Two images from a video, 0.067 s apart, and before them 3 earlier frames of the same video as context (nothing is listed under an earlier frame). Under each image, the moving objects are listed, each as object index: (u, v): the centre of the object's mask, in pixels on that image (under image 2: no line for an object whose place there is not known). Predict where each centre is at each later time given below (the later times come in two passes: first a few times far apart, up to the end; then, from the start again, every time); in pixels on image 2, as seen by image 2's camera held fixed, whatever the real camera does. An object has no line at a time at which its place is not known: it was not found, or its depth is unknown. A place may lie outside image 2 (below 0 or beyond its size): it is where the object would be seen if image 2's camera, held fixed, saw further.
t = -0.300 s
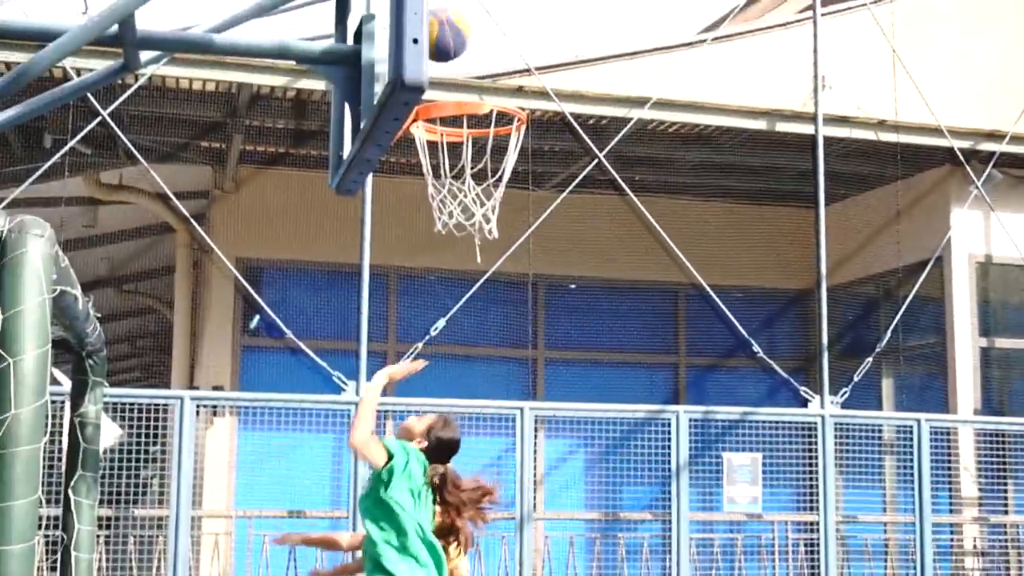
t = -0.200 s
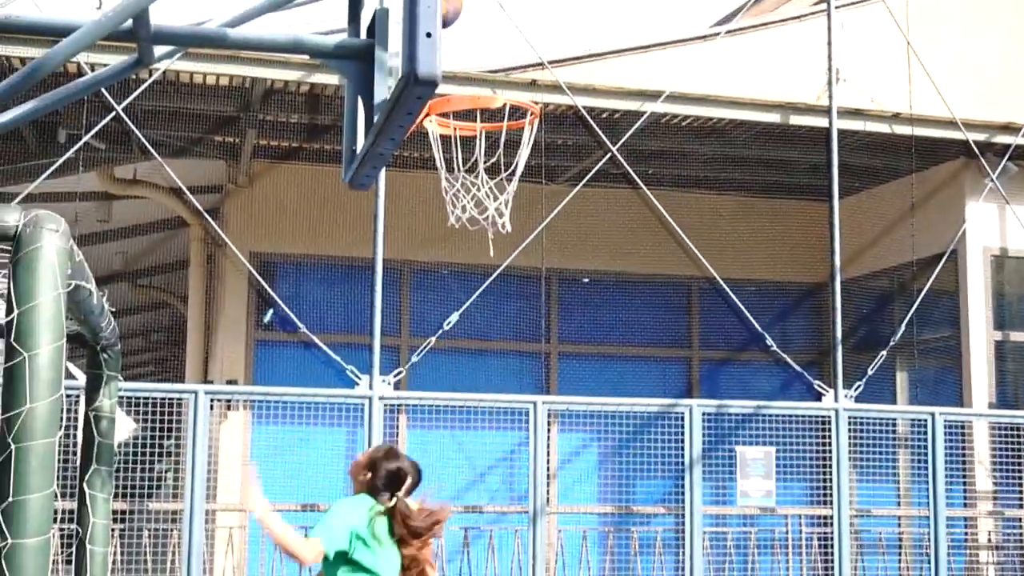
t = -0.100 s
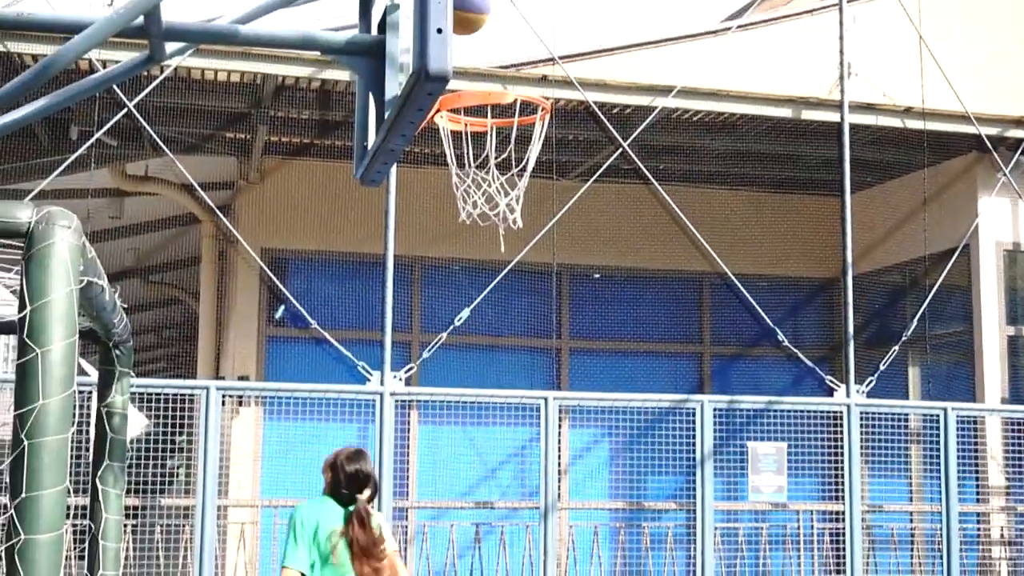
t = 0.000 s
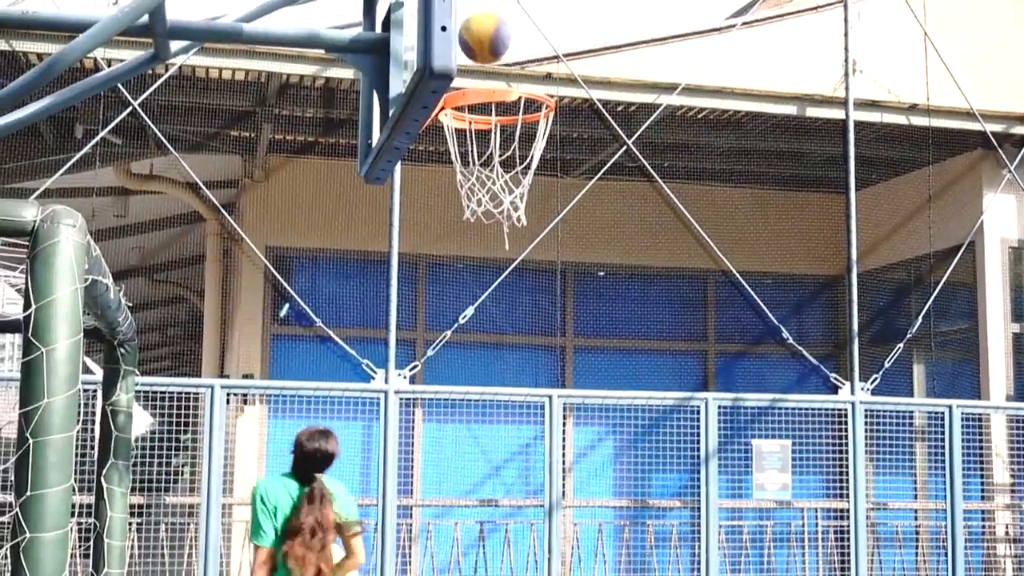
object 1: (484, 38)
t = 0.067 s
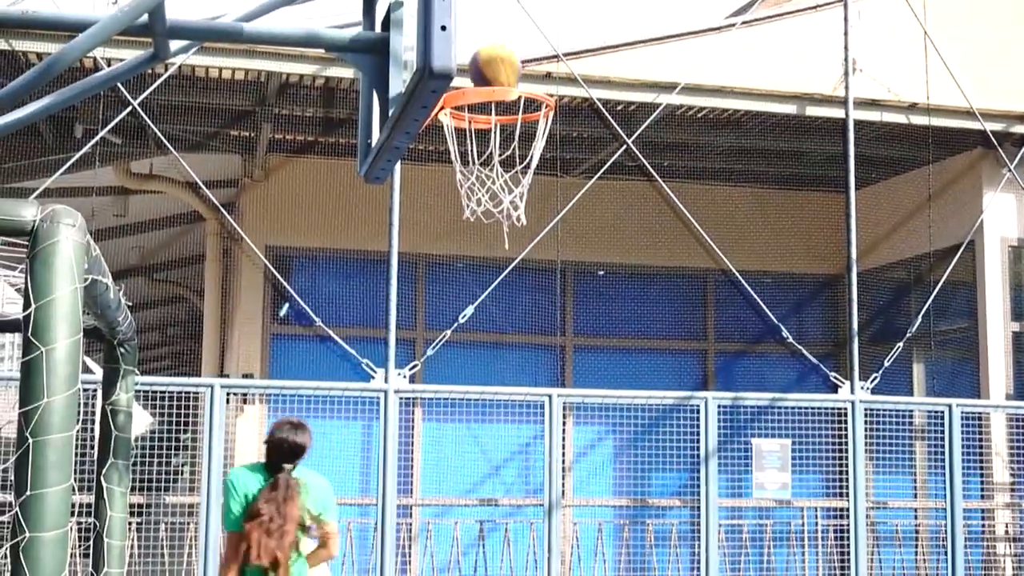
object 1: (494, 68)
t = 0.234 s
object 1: (508, 108)
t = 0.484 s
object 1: (452, 224)
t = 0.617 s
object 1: (429, 325)
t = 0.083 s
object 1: (498, 72)
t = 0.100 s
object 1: (501, 88)
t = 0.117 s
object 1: (505, 99)
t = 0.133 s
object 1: (505, 101)
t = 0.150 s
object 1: (506, 99)
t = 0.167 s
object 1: (507, 100)
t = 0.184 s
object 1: (507, 100)
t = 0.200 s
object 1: (507, 101)
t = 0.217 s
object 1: (508, 104)
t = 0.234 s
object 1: (508, 108)
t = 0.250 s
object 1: (505, 116)
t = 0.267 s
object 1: (500, 119)
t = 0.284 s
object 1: (495, 123)
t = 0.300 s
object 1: (491, 128)
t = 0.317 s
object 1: (486, 135)
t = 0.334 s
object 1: (482, 142)
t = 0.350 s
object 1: (478, 151)
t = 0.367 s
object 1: (475, 161)
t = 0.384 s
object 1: (470, 170)
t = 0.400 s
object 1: (466, 179)
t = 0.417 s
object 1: (463, 187)
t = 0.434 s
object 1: (460, 196)
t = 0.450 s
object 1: (457, 205)
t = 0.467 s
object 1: (455, 217)
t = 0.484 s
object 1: (452, 224)
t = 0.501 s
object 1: (450, 235)
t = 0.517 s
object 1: (446, 246)
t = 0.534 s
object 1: (443, 258)
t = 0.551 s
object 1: (441, 270)
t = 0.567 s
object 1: (438, 283)
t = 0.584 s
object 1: (434, 296)
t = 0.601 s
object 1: (432, 310)
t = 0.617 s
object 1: (429, 325)
